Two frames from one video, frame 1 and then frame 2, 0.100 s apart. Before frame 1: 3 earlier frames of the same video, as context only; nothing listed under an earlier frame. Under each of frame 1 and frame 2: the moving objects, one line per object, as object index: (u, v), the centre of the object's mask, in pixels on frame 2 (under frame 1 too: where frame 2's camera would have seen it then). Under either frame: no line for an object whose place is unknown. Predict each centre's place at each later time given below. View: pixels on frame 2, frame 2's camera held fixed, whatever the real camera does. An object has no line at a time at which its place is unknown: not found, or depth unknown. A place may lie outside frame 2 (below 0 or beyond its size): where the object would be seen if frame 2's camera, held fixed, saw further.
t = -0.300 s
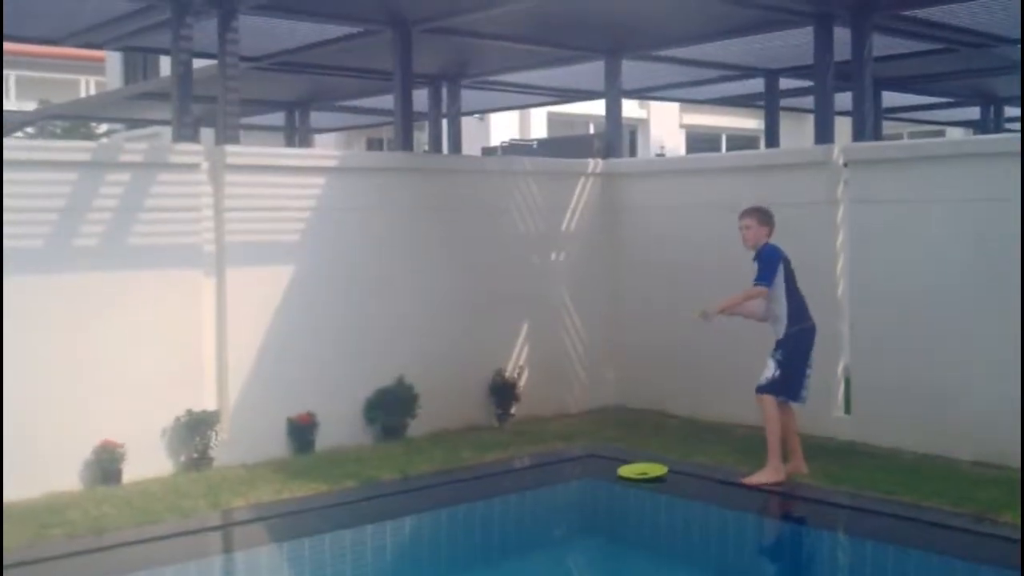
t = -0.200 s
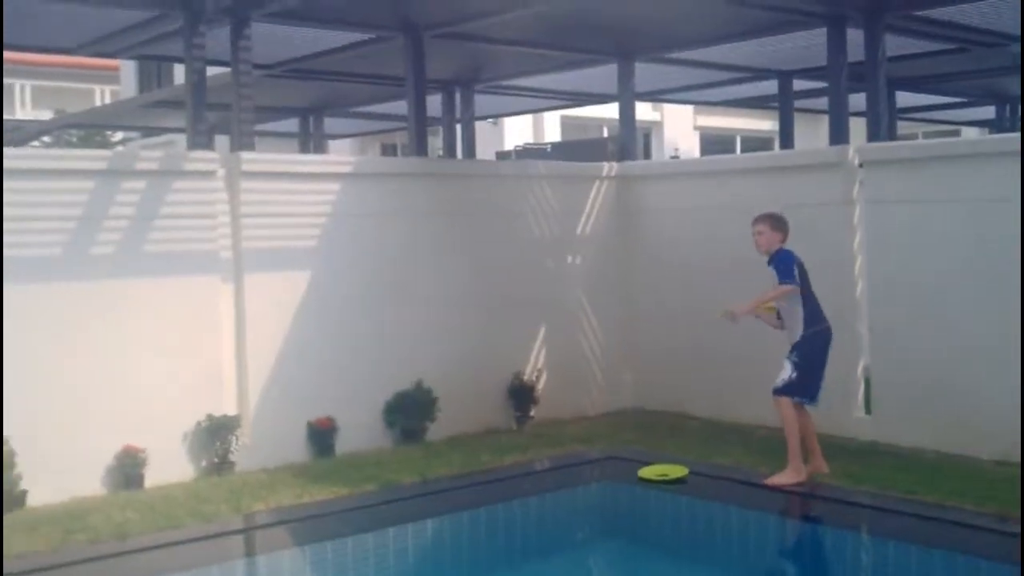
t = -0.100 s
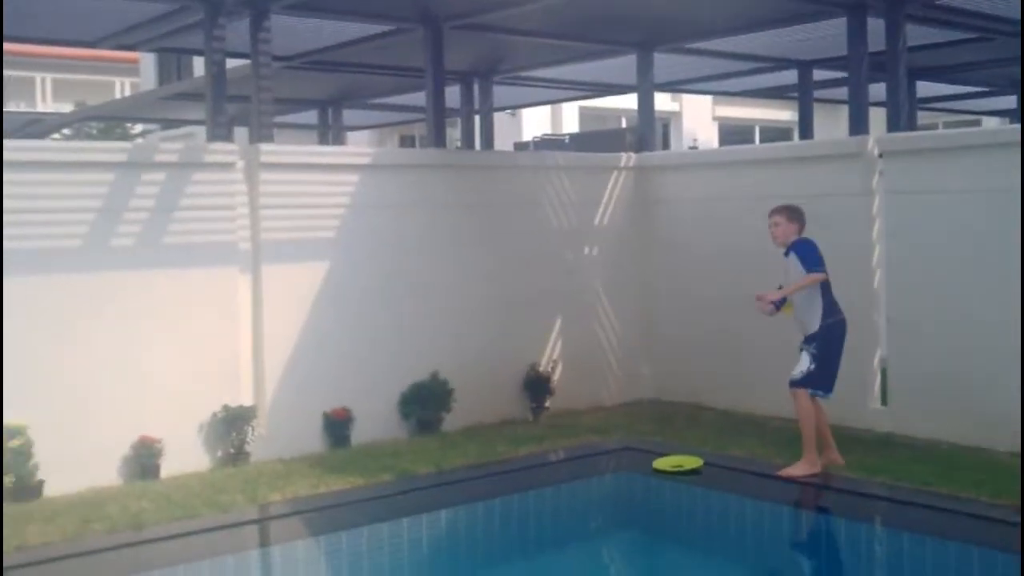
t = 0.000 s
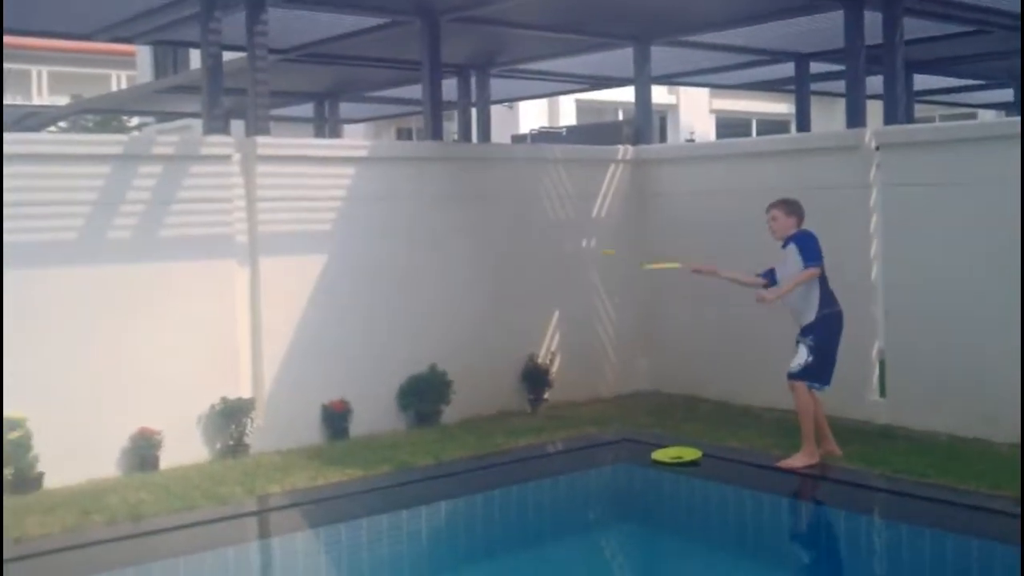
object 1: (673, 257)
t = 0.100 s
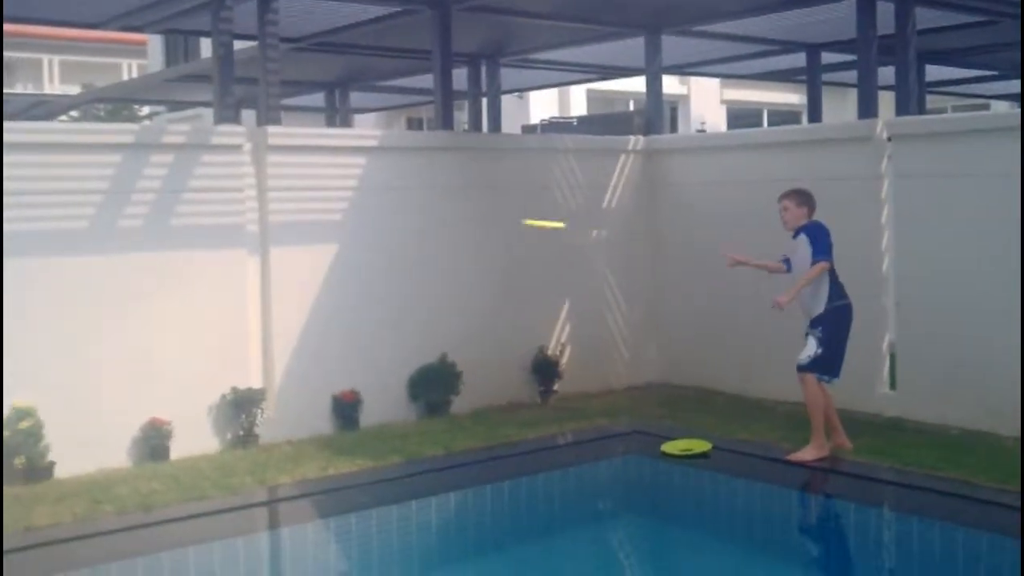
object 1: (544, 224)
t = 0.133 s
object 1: (496, 216)
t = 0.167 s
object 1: (446, 209)
